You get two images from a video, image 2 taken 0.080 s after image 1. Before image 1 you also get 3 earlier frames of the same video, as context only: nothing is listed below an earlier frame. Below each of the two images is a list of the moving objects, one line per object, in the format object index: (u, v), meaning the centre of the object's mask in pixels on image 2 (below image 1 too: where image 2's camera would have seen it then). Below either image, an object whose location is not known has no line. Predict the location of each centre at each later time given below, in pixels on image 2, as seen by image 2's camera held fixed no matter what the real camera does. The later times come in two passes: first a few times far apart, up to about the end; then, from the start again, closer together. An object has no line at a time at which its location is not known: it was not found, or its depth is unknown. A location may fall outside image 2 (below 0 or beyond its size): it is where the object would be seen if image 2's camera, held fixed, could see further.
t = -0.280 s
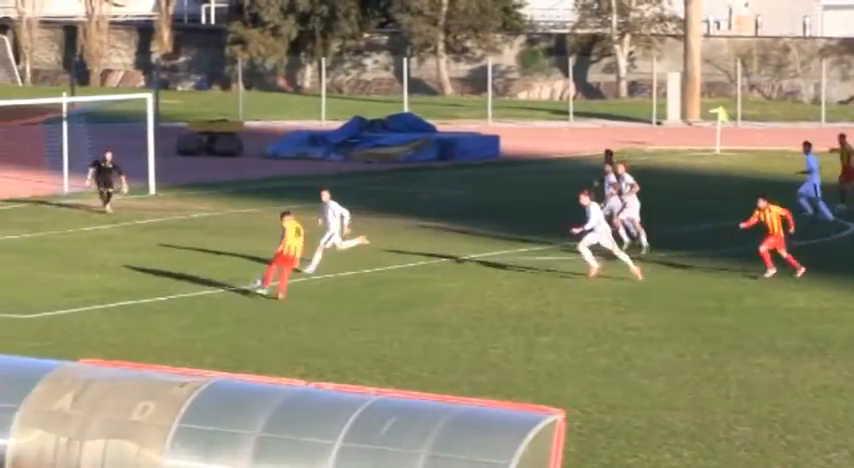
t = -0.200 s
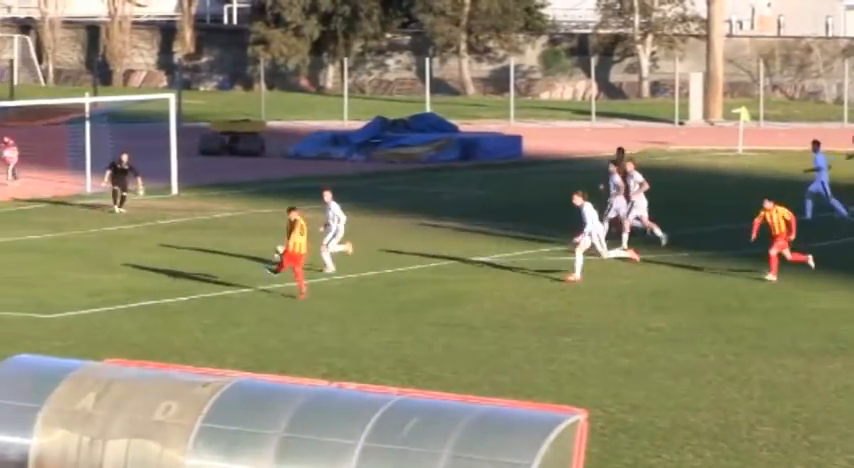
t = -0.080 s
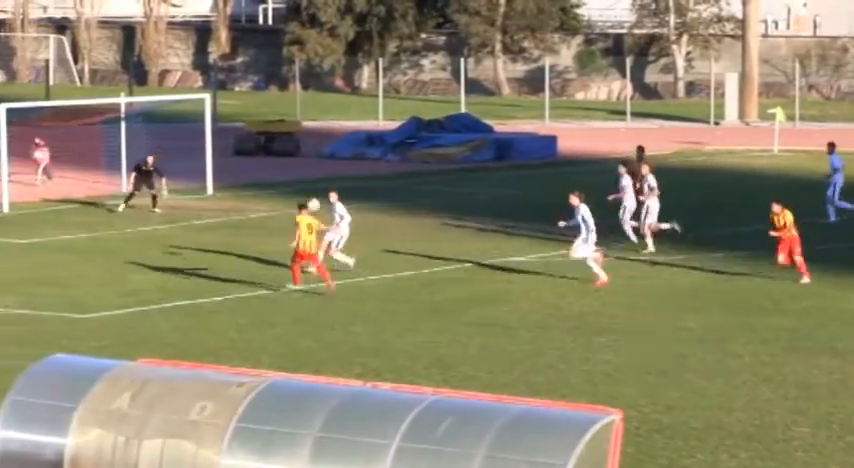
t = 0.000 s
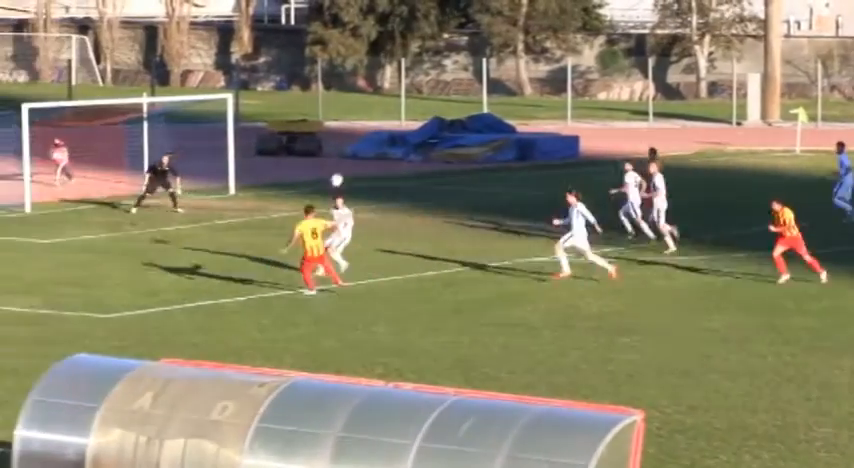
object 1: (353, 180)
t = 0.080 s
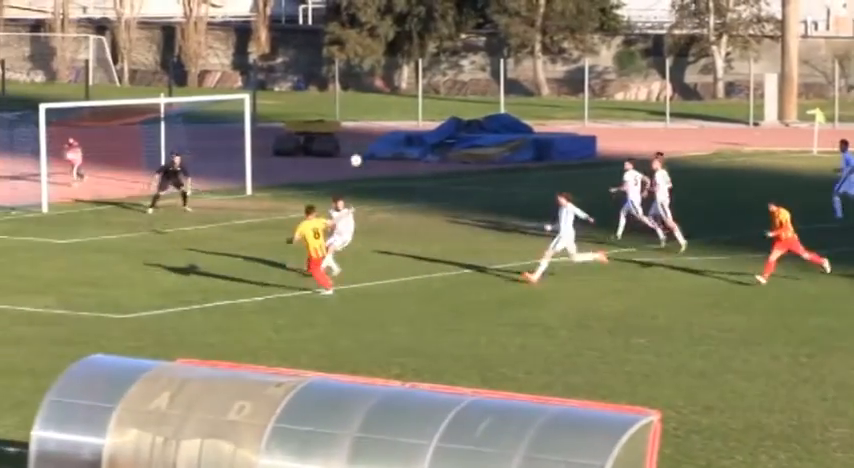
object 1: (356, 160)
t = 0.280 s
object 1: (365, 129)
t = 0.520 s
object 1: (382, 124)
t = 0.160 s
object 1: (359, 145)
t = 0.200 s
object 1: (361, 138)
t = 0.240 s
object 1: (363, 133)
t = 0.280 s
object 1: (365, 129)
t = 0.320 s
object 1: (368, 127)
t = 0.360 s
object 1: (370, 124)
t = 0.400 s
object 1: (374, 123)
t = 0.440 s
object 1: (376, 123)
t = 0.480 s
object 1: (379, 123)
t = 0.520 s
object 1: (382, 124)
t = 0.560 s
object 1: (385, 127)
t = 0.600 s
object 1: (388, 130)
